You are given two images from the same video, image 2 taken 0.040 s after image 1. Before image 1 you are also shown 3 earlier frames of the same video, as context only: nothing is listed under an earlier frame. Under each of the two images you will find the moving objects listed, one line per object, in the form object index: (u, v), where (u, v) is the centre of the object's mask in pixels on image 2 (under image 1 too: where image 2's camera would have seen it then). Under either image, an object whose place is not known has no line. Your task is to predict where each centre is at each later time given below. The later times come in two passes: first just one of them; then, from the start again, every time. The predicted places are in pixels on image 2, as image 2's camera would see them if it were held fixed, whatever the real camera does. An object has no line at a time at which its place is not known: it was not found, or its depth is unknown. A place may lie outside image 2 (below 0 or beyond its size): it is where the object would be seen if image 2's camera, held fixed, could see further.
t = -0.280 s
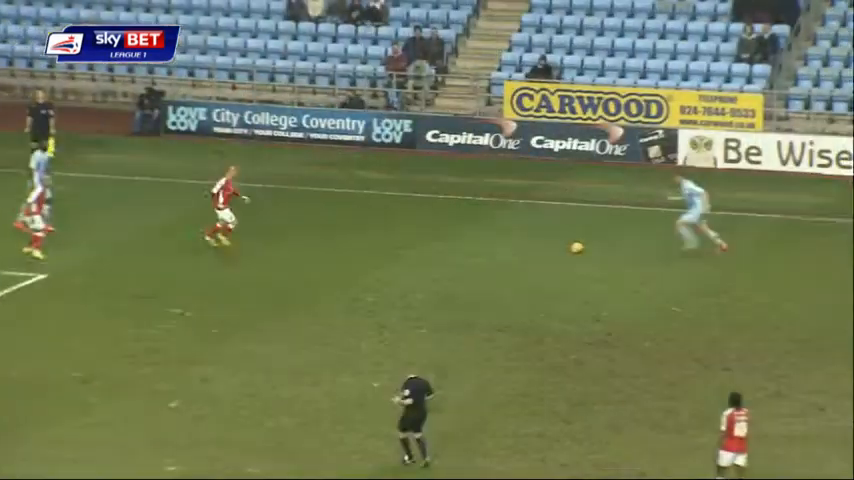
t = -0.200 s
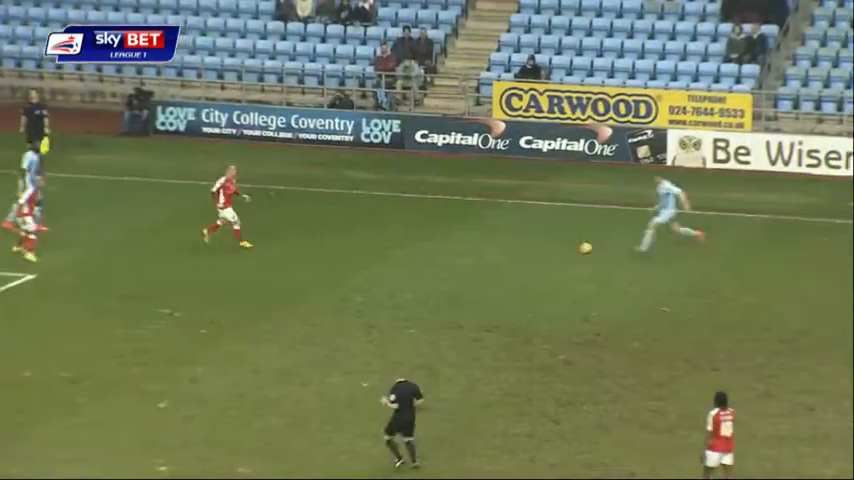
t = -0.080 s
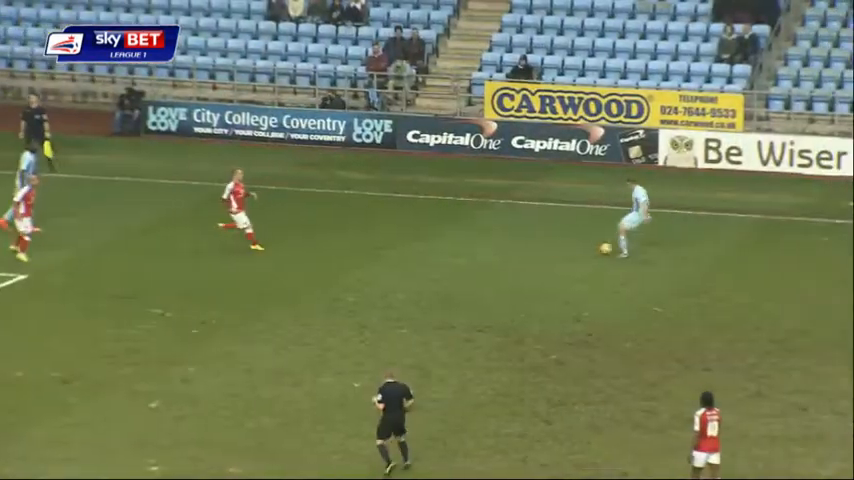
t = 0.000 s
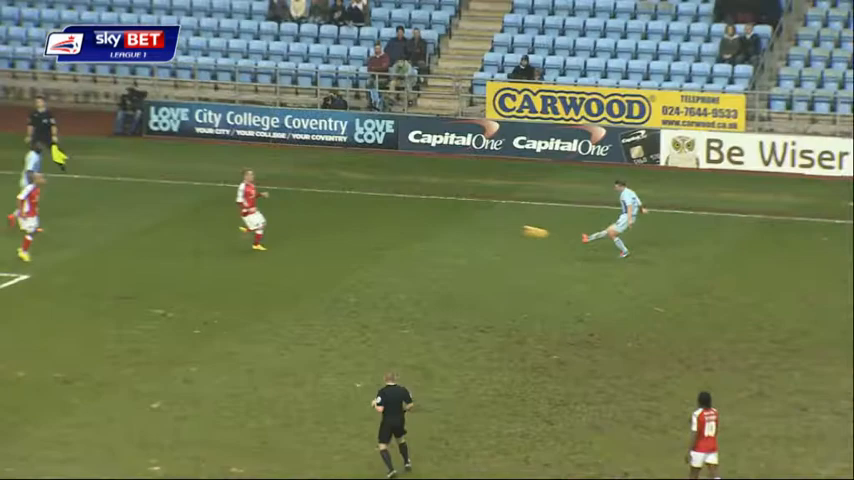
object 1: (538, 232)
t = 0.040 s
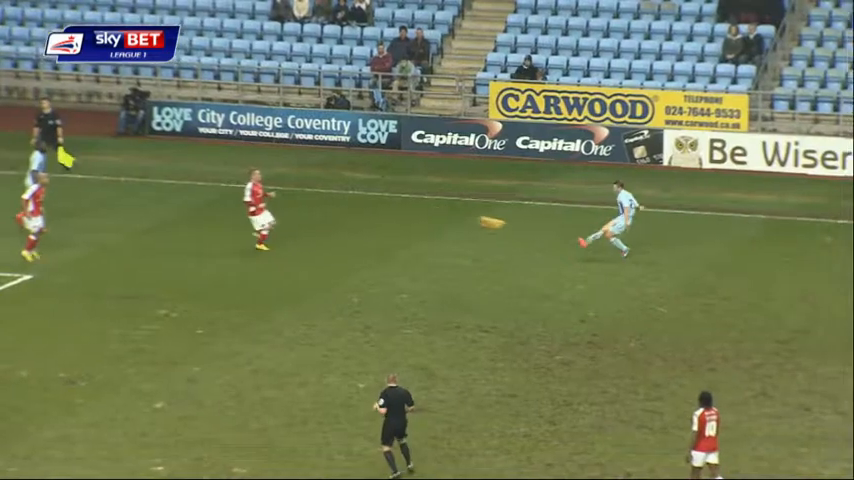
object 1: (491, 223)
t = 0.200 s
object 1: (314, 193)
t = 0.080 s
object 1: (446, 214)
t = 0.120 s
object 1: (401, 206)
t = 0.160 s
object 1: (357, 200)
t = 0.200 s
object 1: (314, 193)
